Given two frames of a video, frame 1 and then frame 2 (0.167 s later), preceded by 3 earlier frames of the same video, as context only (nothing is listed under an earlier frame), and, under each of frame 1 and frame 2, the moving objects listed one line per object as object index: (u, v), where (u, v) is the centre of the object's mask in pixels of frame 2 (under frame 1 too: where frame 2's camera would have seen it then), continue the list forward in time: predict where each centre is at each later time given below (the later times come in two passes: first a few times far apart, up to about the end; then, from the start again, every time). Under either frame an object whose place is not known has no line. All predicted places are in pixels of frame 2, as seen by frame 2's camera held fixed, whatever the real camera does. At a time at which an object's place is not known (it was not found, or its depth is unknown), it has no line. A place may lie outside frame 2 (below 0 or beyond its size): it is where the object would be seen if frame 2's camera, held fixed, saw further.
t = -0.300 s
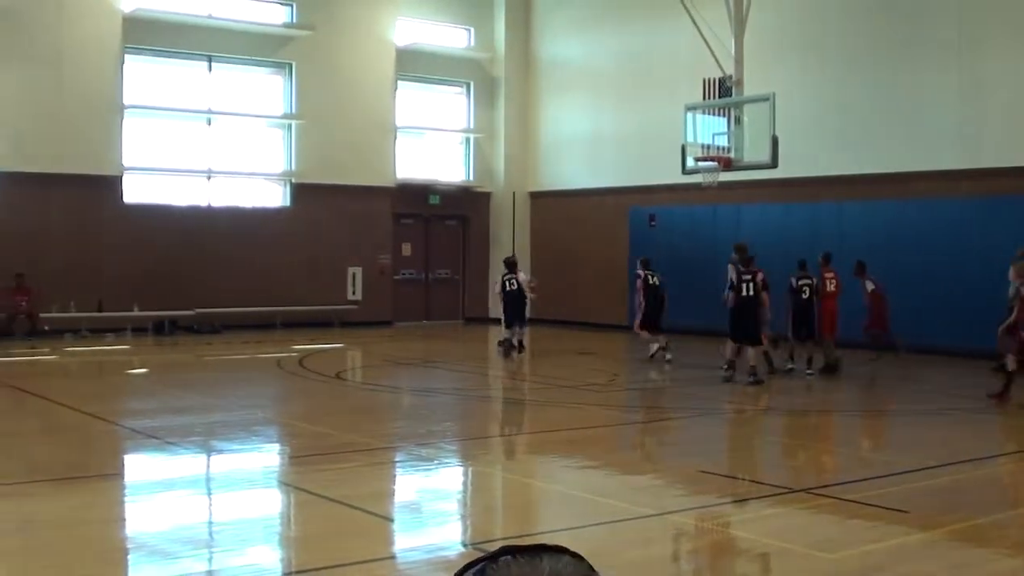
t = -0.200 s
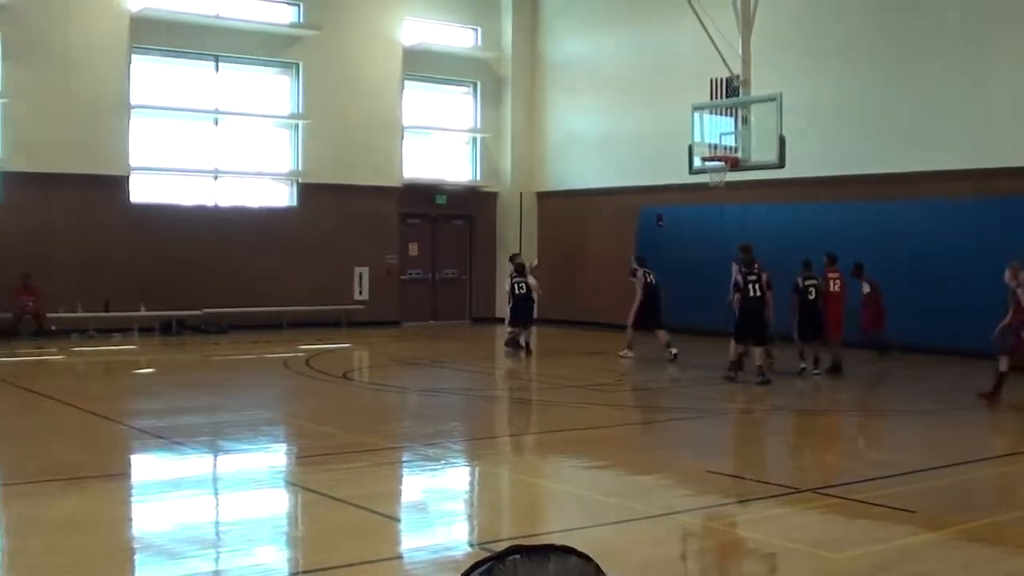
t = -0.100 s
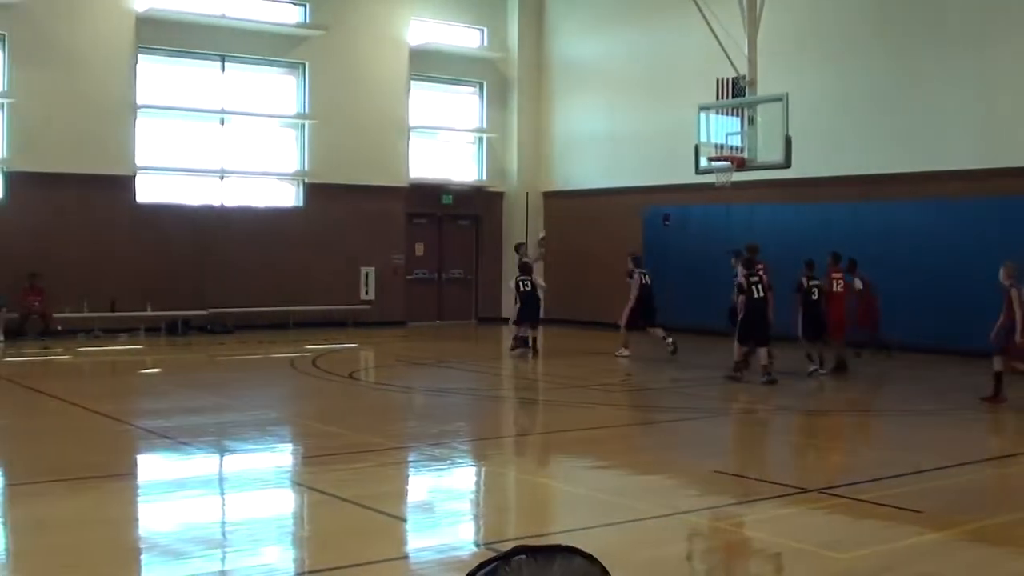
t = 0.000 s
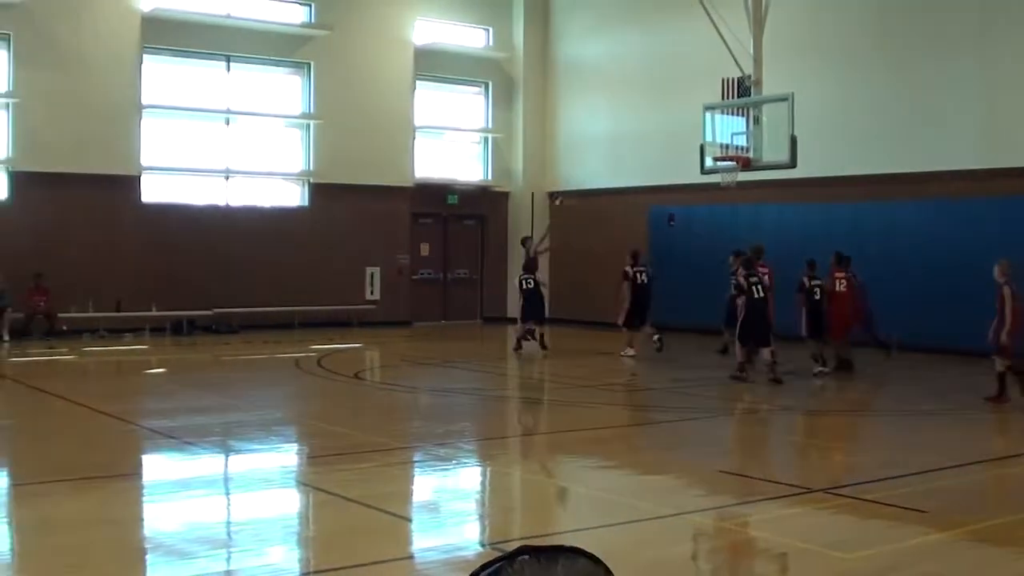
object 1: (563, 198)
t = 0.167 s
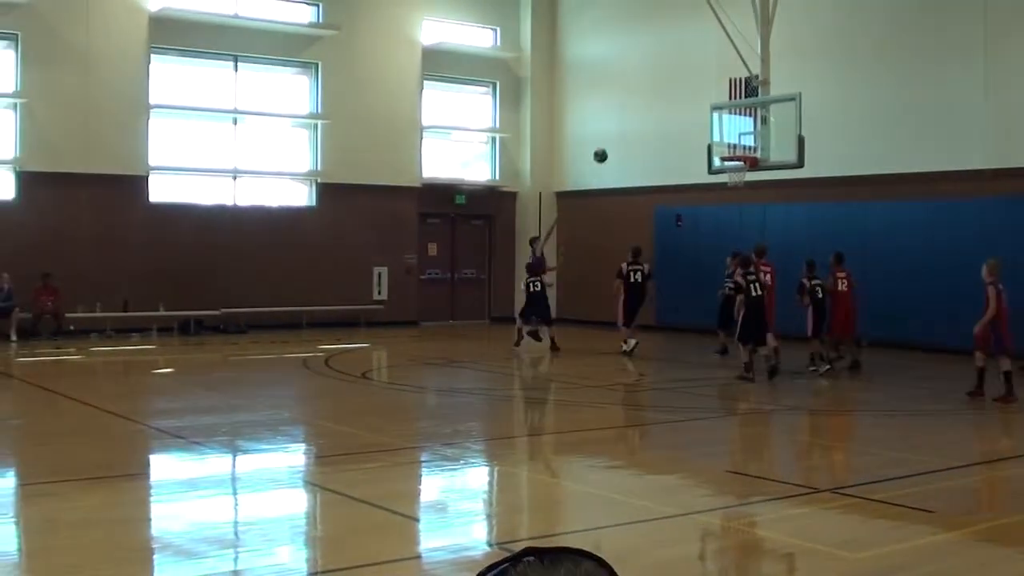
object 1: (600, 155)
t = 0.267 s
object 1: (618, 133)
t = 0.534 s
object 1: (668, 104)
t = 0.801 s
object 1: (717, 118)
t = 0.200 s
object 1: (606, 148)
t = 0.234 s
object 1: (612, 140)
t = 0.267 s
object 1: (618, 133)
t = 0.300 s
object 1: (624, 127)
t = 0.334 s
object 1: (631, 122)
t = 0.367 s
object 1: (636, 117)
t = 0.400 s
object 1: (643, 113)
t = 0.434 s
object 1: (649, 110)
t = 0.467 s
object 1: (655, 107)
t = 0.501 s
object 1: (662, 105)
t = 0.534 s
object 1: (668, 104)
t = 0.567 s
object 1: (674, 103)
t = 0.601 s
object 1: (680, 103)
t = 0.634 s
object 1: (686, 104)
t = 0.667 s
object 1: (692, 105)
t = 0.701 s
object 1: (699, 107)
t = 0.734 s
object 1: (705, 111)
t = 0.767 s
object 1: (711, 114)
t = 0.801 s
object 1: (717, 118)
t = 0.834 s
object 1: (724, 123)
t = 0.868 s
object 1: (730, 129)
